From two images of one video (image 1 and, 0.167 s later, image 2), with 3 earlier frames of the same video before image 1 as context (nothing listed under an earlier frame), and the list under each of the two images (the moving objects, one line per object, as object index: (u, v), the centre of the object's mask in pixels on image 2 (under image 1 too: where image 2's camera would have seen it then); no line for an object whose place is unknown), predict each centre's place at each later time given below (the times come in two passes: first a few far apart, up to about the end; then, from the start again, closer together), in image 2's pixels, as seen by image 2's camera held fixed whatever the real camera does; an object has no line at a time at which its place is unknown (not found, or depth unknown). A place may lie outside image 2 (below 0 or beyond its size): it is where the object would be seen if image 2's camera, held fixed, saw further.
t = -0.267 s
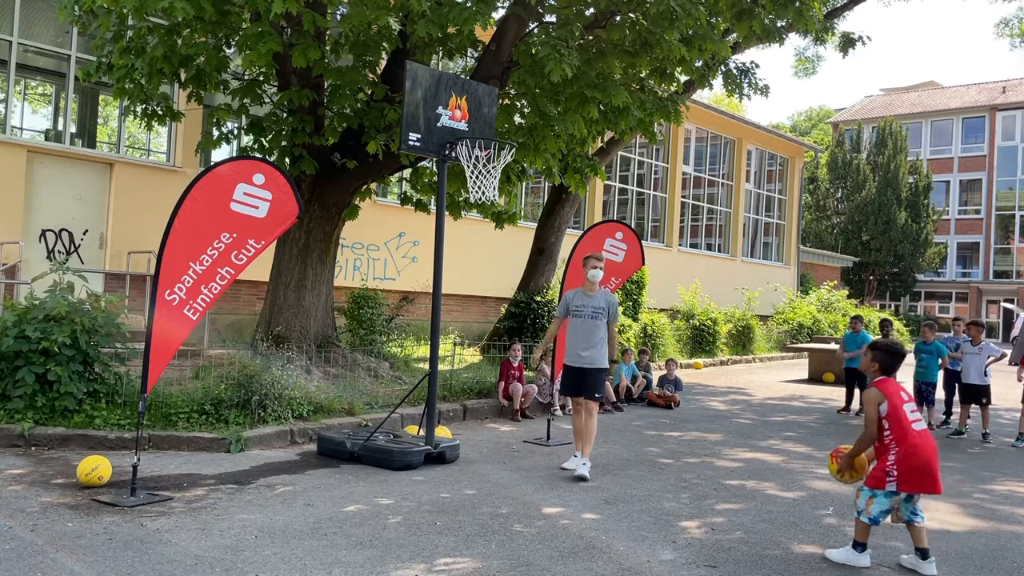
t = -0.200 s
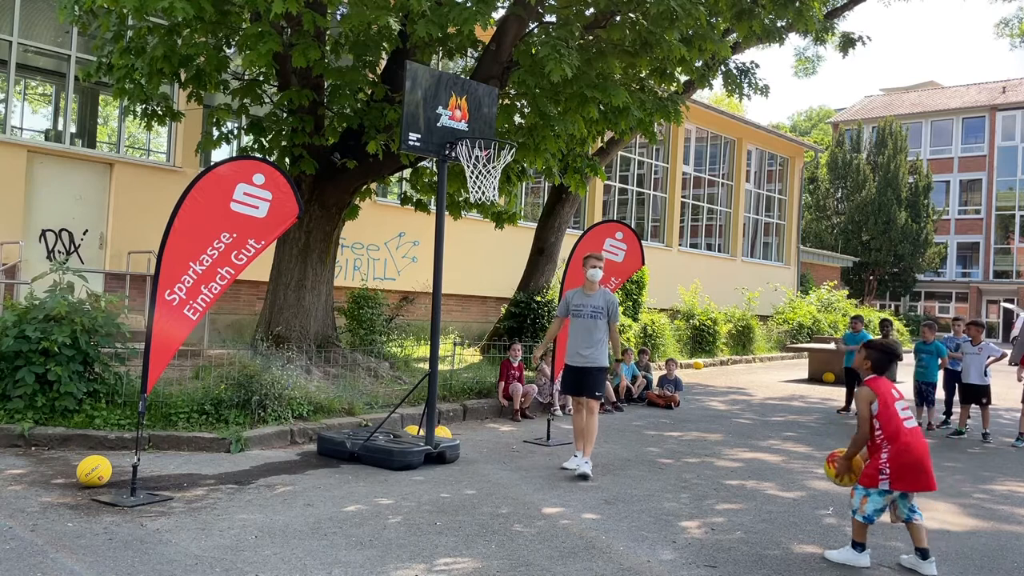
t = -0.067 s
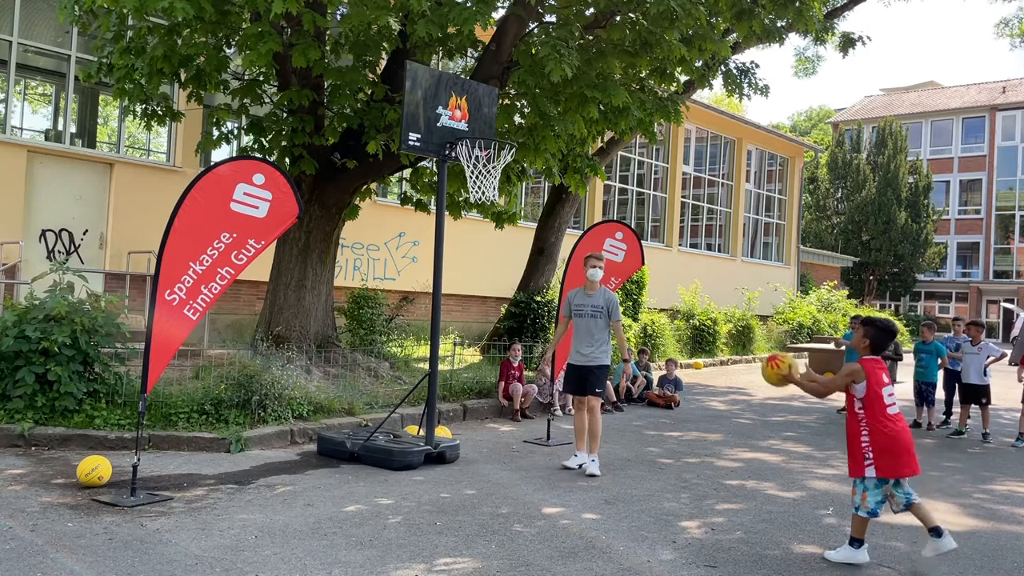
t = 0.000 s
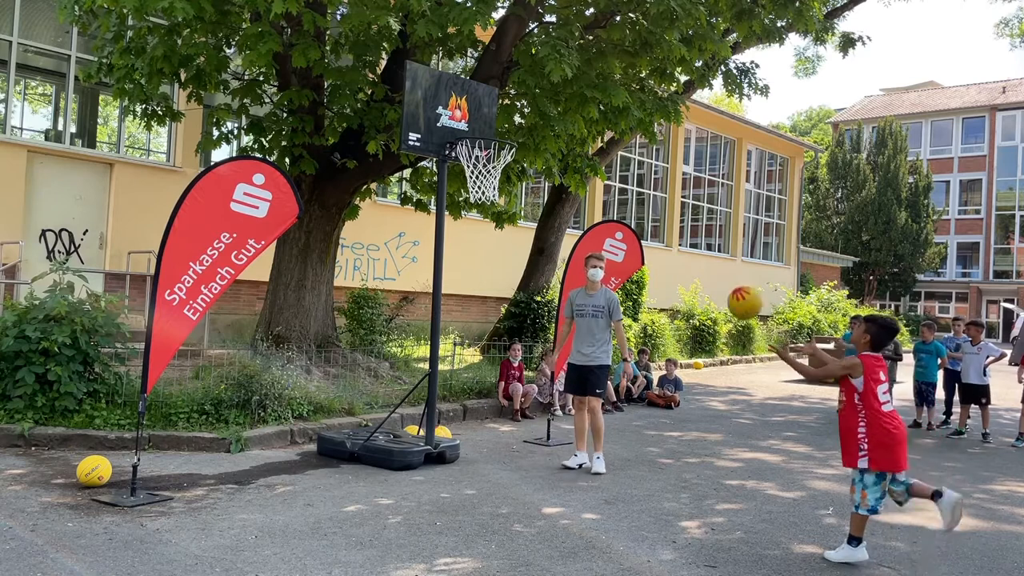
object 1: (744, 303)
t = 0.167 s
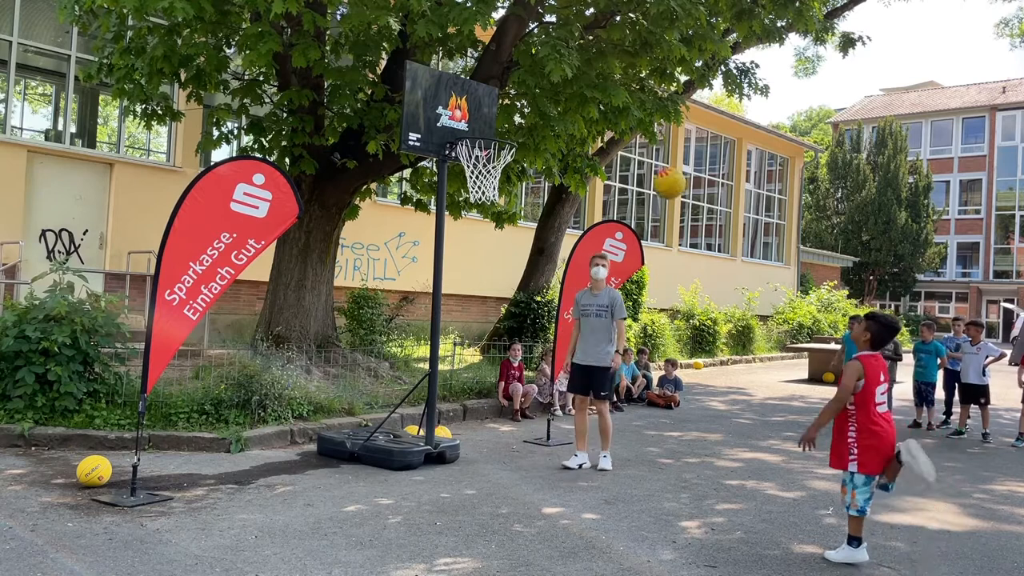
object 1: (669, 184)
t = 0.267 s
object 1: (629, 139)
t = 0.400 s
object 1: (579, 108)
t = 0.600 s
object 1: (511, 108)
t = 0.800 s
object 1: (488, 127)
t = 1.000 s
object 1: (549, 130)
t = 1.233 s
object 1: (621, 198)
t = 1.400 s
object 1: (670, 294)
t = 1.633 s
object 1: (744, 496)
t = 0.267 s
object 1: (629, 139)
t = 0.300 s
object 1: (616, 129)
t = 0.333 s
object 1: (603, 120)
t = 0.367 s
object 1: (591, 113)
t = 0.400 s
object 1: (579, 108)
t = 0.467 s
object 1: (555, 102)
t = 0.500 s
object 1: (544, 102)
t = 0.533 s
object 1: (533, 103)
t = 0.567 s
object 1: (522, 105)
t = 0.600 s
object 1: (511, 108)
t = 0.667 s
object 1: (490, 121)
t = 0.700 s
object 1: (480, 127)
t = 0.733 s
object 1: (470, 135)
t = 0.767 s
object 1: (478, 132)
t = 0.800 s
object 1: (488, 127)
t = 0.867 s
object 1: (508, 124)
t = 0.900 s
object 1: (518, 123)
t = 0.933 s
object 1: (528, 124)
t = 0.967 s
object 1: (538, 126)
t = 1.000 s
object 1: (549, 130)
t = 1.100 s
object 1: (579, 150)
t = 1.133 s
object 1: (590, 160)
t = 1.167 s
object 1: (600, 170)
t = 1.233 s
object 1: (621, 198)
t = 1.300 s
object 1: (641, 231)
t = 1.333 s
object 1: (651, 251)
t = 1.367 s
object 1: (660, 272)
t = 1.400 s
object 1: (670, 294)
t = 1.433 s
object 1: (681, 319)
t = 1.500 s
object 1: (702, 373)
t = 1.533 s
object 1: (713, 402)
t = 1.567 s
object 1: (723, 434)
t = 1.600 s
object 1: (734, 468)
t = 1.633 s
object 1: (744, 496)
